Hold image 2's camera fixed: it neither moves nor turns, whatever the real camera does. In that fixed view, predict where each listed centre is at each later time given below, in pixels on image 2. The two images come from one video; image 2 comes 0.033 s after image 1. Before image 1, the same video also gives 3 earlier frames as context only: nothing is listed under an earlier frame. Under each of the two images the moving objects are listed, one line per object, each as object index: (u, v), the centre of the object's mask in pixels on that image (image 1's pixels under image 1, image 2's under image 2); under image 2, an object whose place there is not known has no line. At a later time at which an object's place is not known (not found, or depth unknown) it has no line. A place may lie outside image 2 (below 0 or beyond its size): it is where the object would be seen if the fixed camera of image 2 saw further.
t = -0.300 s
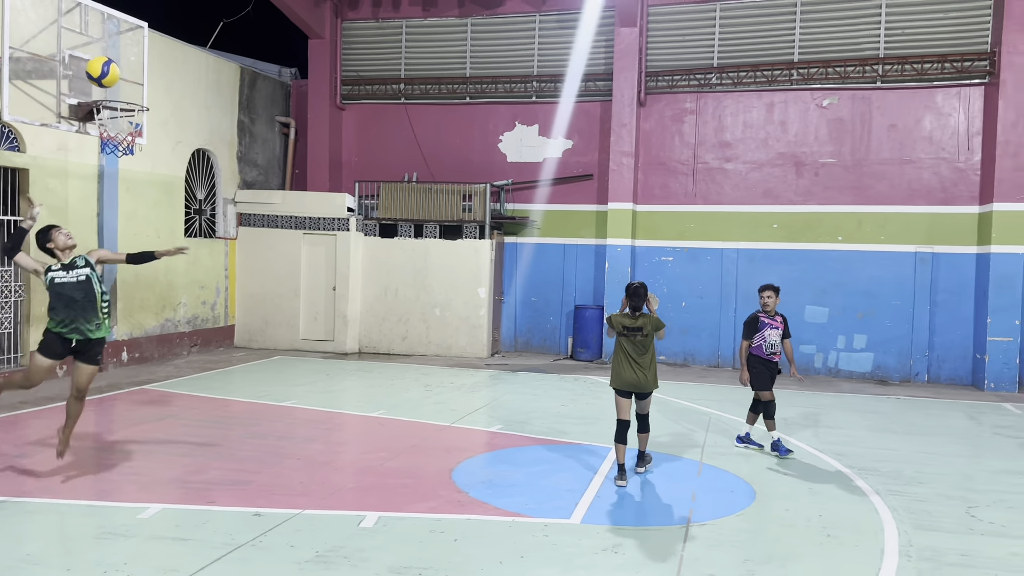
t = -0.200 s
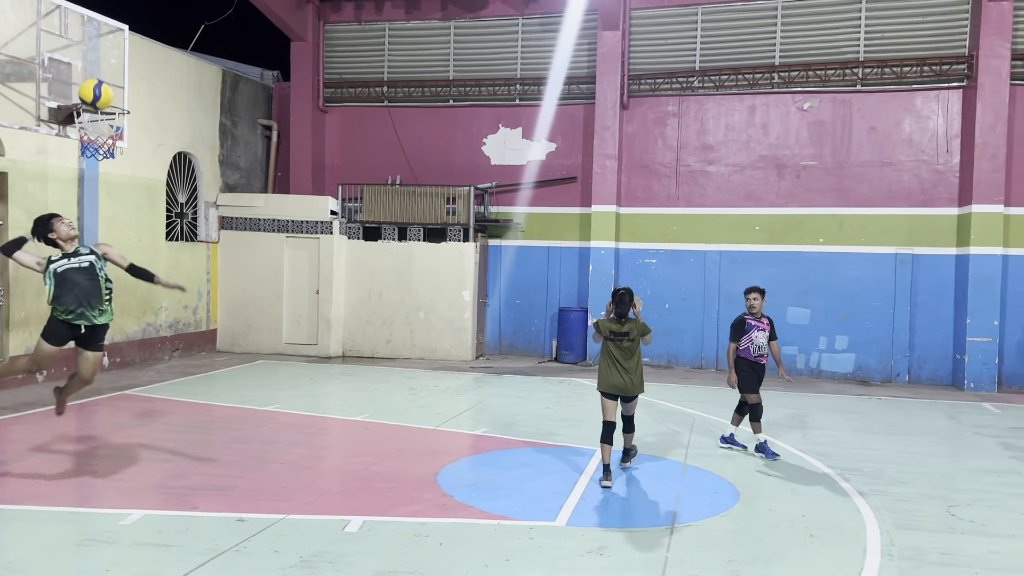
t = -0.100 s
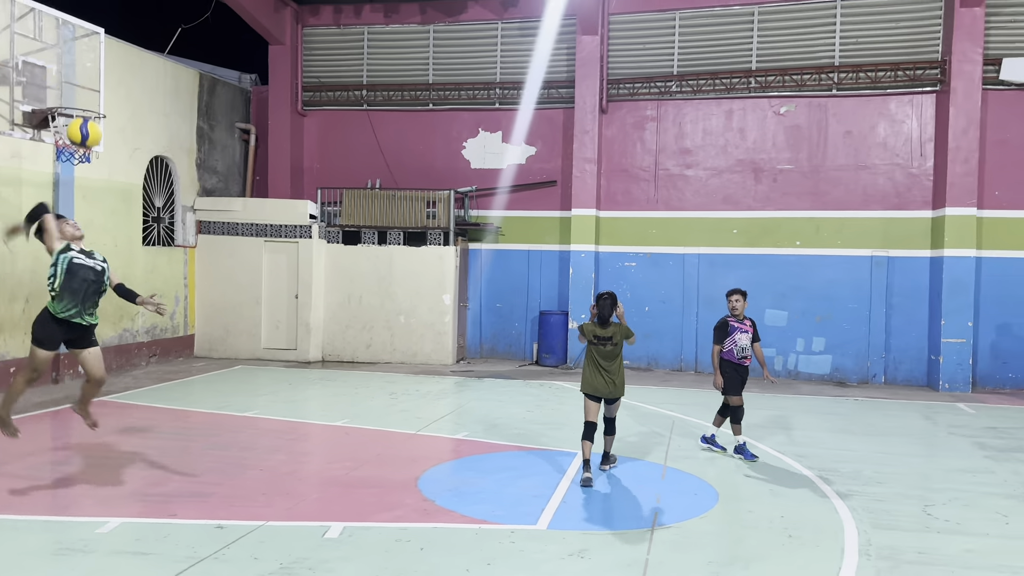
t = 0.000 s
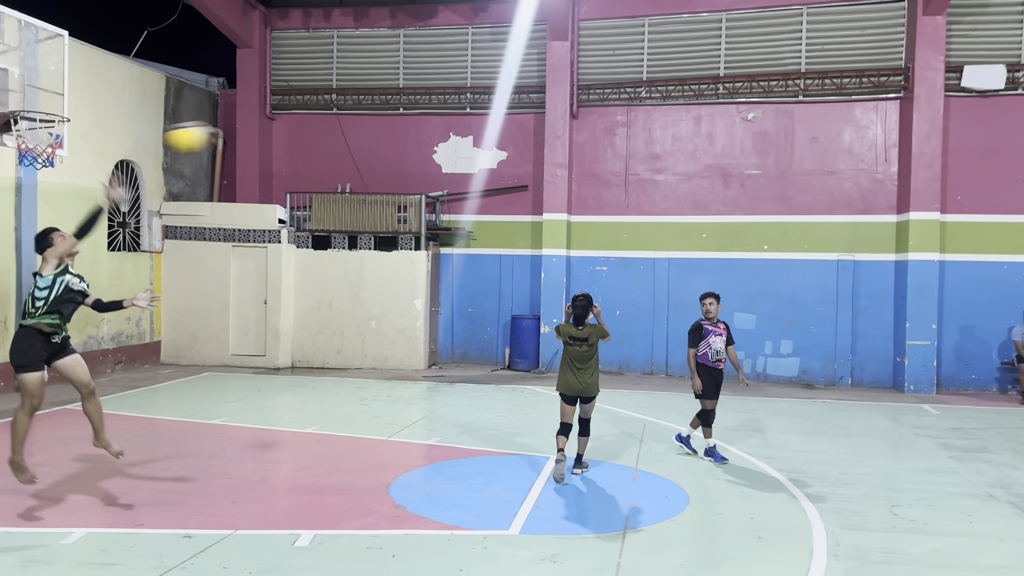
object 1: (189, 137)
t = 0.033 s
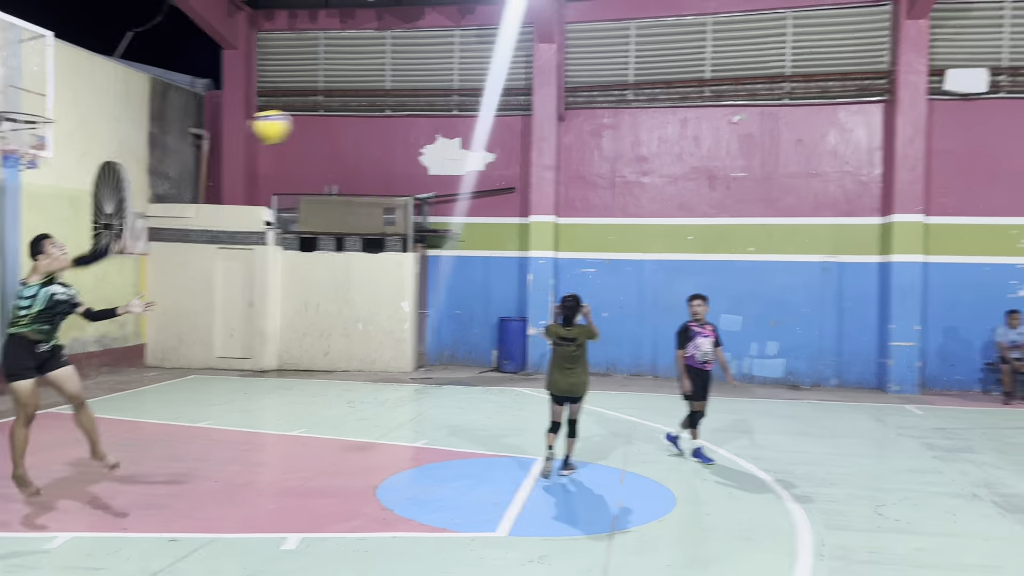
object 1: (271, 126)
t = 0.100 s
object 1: (460, 104)
